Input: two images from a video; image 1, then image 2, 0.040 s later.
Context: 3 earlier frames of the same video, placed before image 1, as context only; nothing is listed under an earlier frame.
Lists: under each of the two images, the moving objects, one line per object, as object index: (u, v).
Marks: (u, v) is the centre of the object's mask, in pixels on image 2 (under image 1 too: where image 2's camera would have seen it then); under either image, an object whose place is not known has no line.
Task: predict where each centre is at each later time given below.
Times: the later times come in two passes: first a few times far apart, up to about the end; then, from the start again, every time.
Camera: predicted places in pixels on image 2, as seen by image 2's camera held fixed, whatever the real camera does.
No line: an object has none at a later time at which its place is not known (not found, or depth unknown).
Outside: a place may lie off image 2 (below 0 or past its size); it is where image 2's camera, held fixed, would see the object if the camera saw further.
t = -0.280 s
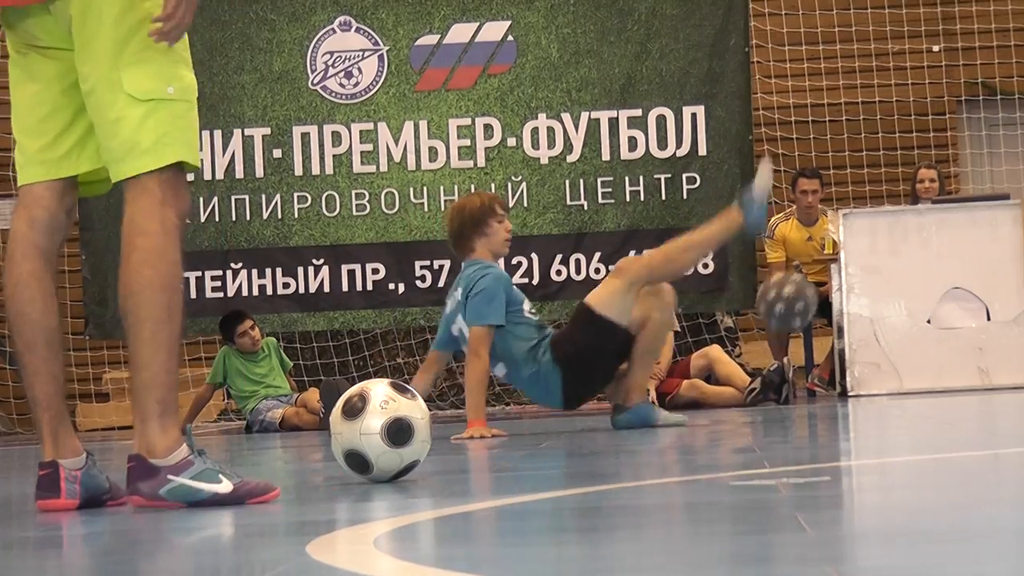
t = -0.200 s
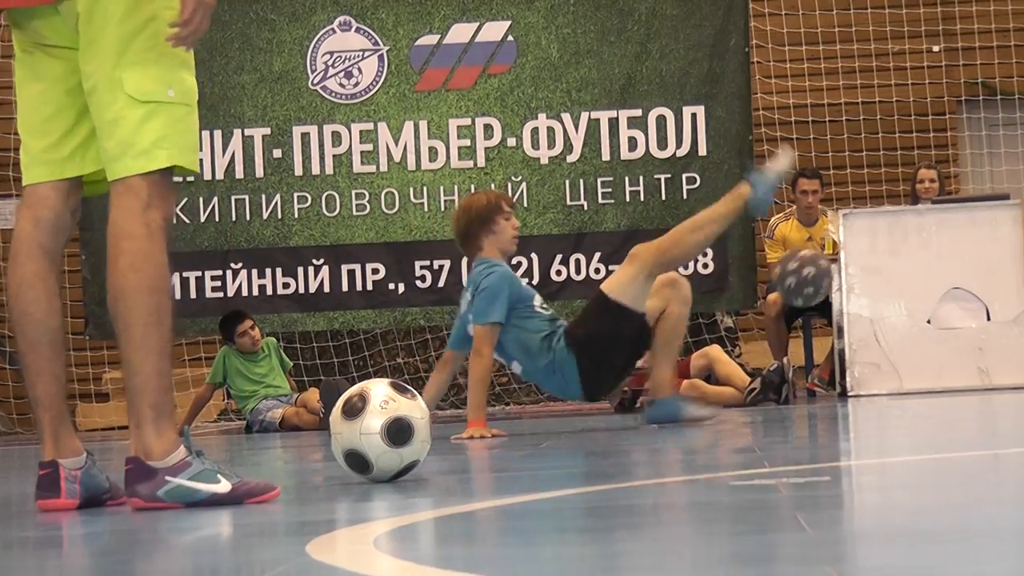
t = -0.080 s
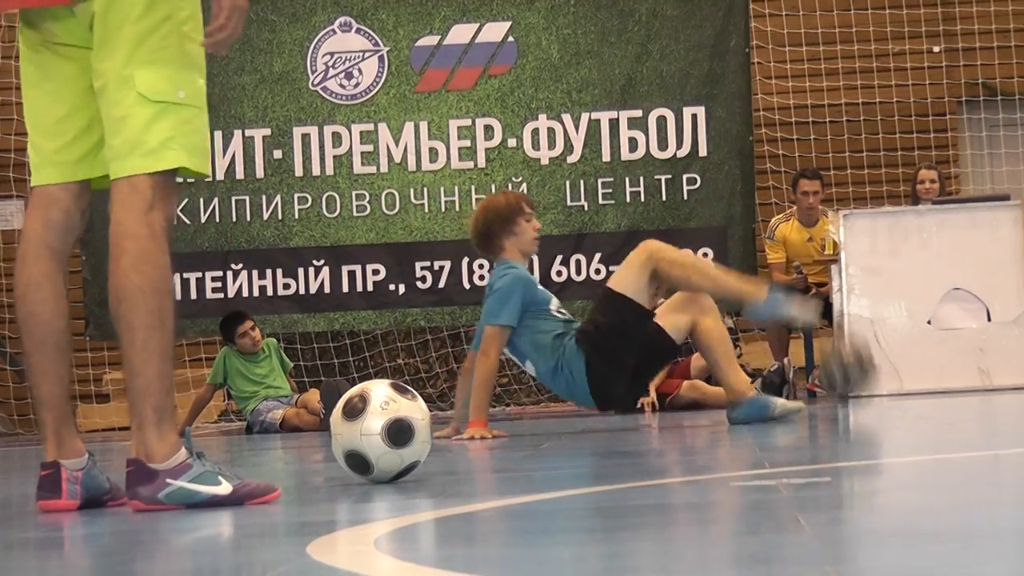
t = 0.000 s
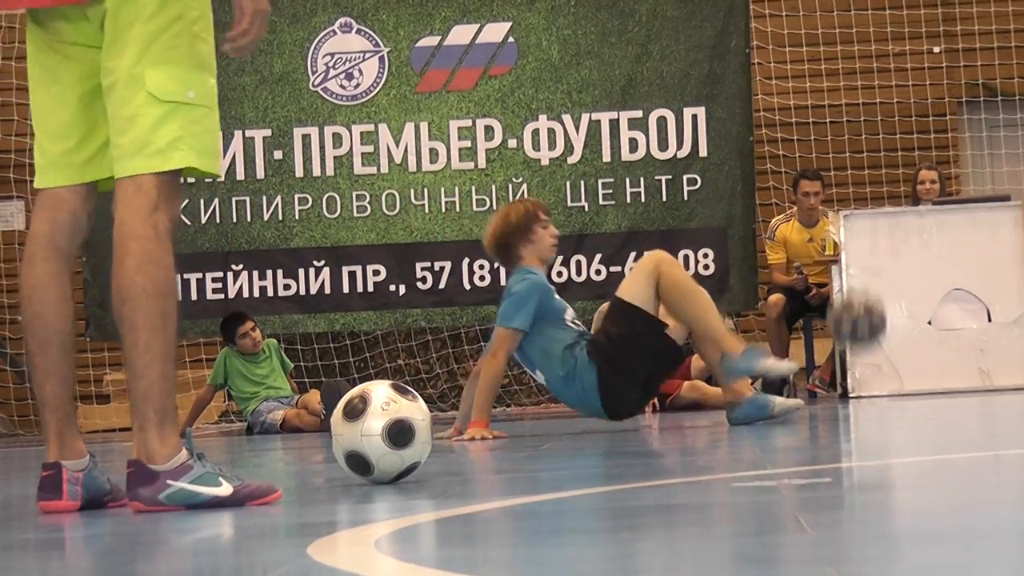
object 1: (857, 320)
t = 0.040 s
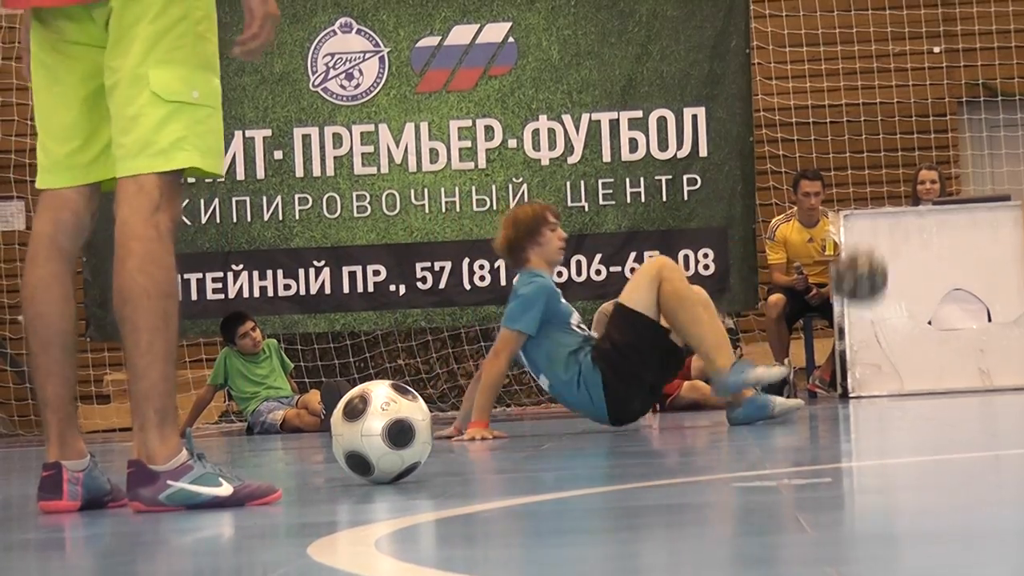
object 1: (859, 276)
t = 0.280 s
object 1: (871, 101)
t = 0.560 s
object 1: (898, 101)
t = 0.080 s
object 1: (859, 234)
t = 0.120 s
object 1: (861, 199)
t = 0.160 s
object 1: (864, 168)
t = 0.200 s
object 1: (865, 141)
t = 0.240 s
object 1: (868, 120)
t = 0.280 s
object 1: (871, 101)
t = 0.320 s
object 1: (874, 88)
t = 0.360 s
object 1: (878, 78)
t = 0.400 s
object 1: (882, 74)
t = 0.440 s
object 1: (885, 75)
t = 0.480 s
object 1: (889, 78)
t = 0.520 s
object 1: (894, 87)
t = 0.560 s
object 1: (898, 101)
